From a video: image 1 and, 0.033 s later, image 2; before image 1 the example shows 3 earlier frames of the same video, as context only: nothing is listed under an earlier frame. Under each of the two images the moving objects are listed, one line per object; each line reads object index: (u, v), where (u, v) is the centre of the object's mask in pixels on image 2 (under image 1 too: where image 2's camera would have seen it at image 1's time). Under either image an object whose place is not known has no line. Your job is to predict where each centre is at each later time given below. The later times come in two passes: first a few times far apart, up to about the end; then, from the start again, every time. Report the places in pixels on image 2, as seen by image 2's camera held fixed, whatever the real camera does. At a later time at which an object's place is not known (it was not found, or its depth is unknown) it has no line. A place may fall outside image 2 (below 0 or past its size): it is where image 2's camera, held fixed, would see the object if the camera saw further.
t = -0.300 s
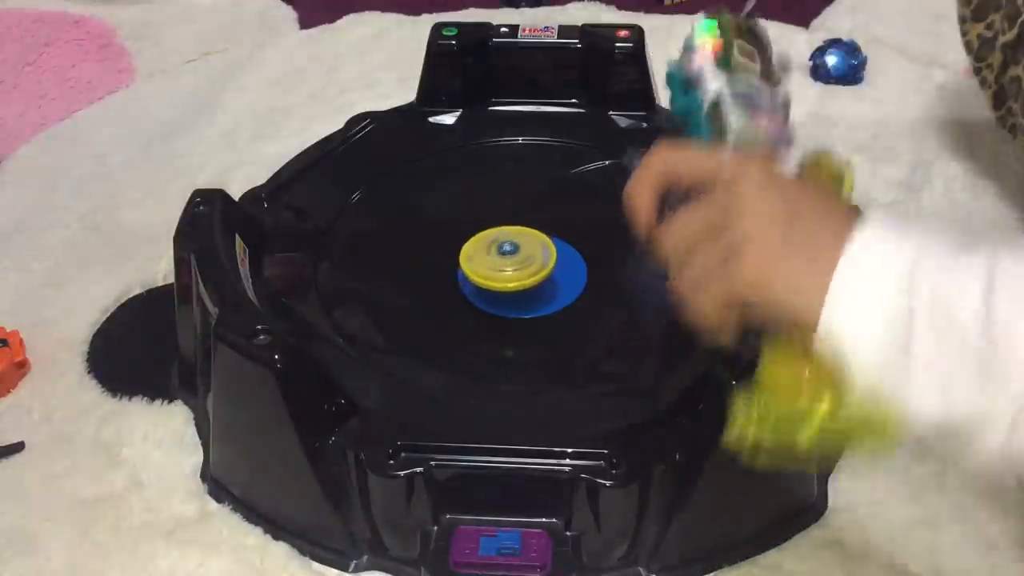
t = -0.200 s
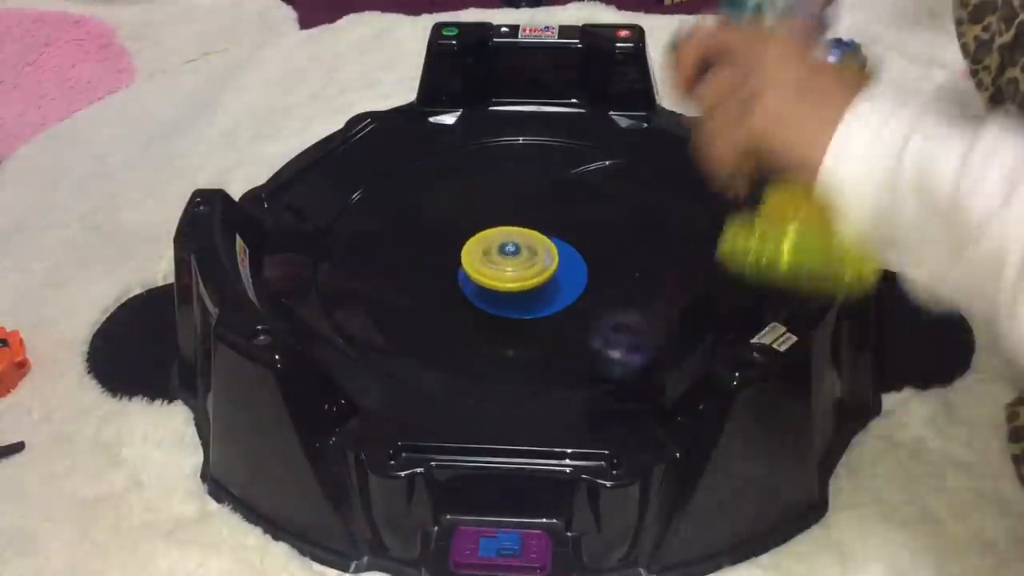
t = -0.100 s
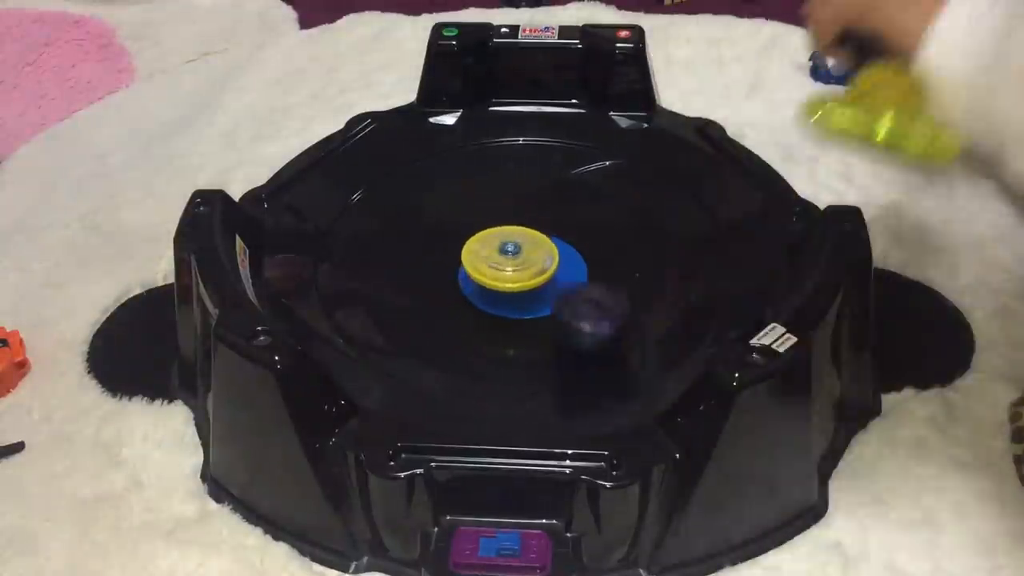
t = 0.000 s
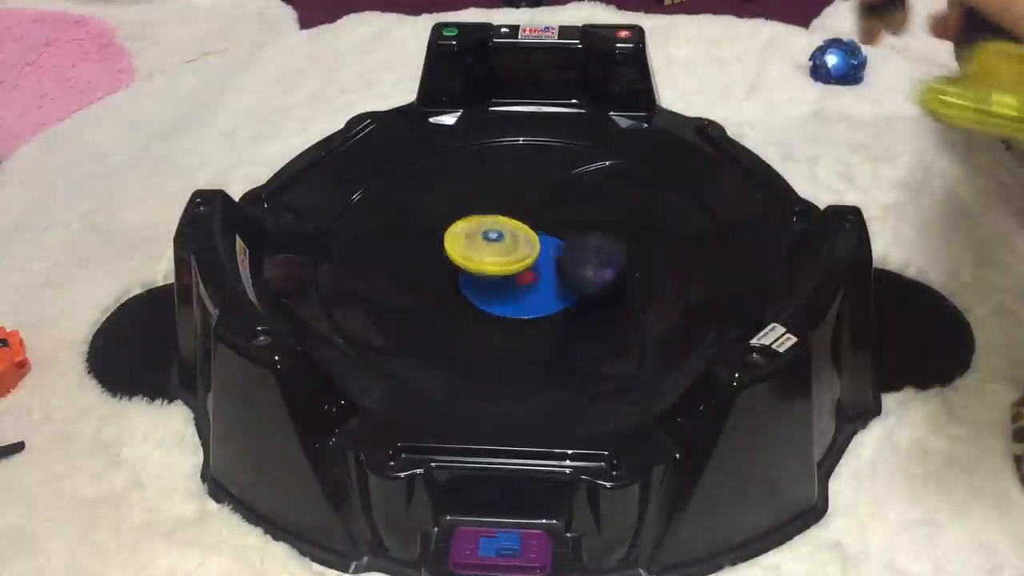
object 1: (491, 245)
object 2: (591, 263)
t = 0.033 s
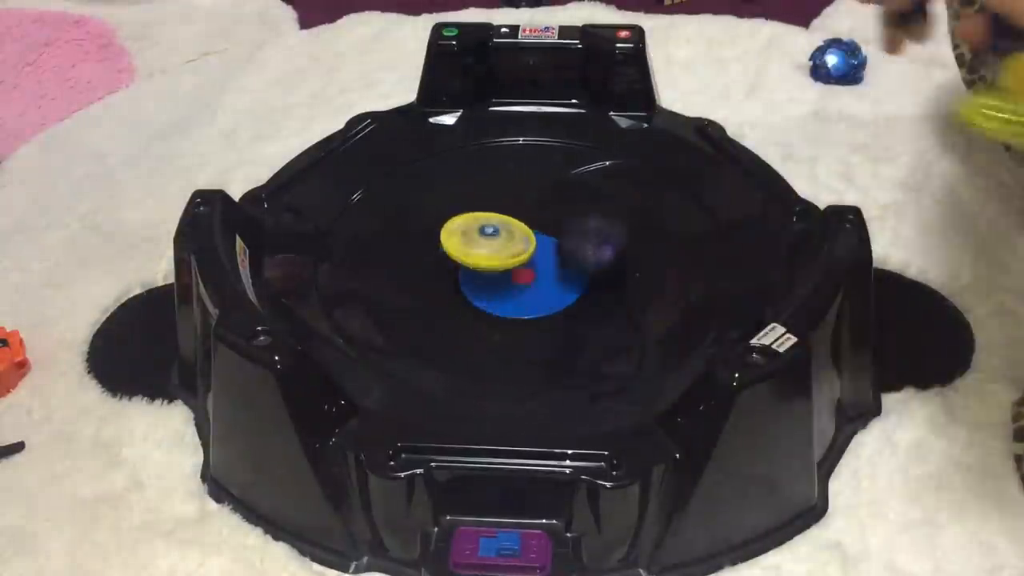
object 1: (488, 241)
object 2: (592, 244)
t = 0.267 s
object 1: (492, 238)
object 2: (509, 142)
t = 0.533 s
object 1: (499, 246)
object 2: (333, 206)
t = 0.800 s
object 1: (493, 251)
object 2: (637, 359)
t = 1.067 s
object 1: (495, 249)
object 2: (533, 126)
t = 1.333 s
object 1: (509, 254)
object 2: (446, 371)
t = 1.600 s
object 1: (505, 257)
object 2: (671, 159)
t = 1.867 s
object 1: (512, 255)
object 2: (320, 258)
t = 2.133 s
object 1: (526, 248)
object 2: (722, 275)
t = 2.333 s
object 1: (522, 247)
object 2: (556, 124)
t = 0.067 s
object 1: (488, 239)
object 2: (587, 224)
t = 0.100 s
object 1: (489, 238)
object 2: (578, 205)
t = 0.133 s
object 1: (490, 239)
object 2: (564, 186)
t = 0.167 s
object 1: (489, 239)
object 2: (547, 172)
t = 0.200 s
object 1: (489, 238)
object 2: (534, 151)
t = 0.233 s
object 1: (490, 238)
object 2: (521, 144)
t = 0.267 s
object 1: (492, 238)
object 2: (509, 142)
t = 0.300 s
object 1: (494, 239)
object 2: (492, 138)
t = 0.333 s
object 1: (495, 240)
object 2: (472, 137)
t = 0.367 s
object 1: (496, 240)
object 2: (449, 138)
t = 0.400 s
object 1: (497, 241)
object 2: (419, 142)
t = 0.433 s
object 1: (498, 241)
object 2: (395, 151)
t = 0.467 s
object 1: (499, 243)
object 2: (375, 163)
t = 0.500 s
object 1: (499, 245)
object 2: (352, 182)
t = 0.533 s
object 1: (499, 246)
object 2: (333, 206)
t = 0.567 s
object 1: (499, 247)
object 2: (325, 237)
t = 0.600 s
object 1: (499, 248)
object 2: (328, 271)
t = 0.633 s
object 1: (498, 249)
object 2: (344, 304)
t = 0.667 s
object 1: (497, 252)
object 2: (384, 342)
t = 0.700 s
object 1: (496, 252)
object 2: (437, 369)
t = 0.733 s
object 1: (494, 250)
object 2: (504, 381)
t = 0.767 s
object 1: (494, 250)
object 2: (575, 377)
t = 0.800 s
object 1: (493, 251)
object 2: (637, 359)
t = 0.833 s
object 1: (492, 250)
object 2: (687, 327)
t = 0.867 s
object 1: (492, 250)
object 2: (723, 283)
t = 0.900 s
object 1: (491, 249)
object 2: (733, 243)
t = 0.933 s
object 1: (493, 249)
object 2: (722, 205)
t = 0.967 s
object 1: (493, 249)
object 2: (692, 173)
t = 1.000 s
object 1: (494, 249)
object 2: (652, 142)
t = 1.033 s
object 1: (494, 249)
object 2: (591, 131)
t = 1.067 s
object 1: (495, 249)
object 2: (533, 126)
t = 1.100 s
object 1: (498, 249)
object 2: (469, 131)
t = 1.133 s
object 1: (499, 250)
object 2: (409, 151)
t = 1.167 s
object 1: (500, 250)
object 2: (365, 175)
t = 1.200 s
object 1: (501, 251)
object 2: (331, 209)
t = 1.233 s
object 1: (502, 252)
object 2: (322, 252)
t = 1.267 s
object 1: (505, 253)
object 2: (338, 297)
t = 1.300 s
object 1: (507, 253)
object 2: (379, 335)
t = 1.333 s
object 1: (509, 254)
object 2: (446, 371)
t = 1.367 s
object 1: (508, 255)
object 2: (522, 382)
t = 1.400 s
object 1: (507, 256)
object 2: (600, 374)
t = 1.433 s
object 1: (507, 256)
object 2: (663, 345)
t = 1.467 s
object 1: (507, 255)
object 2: (710, 307)
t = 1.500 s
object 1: (508, 256)
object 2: (728, 268)
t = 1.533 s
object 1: (507, 257)
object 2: (727, 225)
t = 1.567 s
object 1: (506, 257)
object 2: (706, 188)
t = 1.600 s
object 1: (505, 257)
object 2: (671, 159)
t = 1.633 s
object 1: (505, 255)
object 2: (620, 136)
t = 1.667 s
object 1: (507, 255)
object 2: (571, 123)
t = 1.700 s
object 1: (507, 256)
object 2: (501, 125)
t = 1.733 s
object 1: (507, 256)
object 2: (446, 134)
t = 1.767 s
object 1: (508, 256)
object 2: (392, 155)
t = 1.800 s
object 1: (508, 255)
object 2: (349, 184)
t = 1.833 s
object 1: (510, 254)
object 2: (328, 215)
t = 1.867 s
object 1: (512, 255)
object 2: (320, 258)
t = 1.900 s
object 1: (514, 254)
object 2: (339, 299)
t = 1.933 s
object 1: (518, 249)
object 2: (379, 339)
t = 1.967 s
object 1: (527, 249)
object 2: (444, 369)
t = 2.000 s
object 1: (528, 252)
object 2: (513, 378)
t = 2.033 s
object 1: (523, 250)
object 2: (585, 375)
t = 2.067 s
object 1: (527, 246)
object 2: (644, 353)
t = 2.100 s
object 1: (530, 248)
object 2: (697, 319)
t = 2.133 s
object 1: (526, 248)
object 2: (722, 275)
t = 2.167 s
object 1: (523, 245)
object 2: (728, 235)
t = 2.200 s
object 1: (528, 245)
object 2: (717, 200)
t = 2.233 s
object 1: (525, 247)
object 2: (688, 173)
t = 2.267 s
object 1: (520, 245)
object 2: (653, 152)
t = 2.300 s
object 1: (523, 244)
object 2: (607, 133)
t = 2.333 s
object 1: (522, 247)
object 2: (556, 124)
